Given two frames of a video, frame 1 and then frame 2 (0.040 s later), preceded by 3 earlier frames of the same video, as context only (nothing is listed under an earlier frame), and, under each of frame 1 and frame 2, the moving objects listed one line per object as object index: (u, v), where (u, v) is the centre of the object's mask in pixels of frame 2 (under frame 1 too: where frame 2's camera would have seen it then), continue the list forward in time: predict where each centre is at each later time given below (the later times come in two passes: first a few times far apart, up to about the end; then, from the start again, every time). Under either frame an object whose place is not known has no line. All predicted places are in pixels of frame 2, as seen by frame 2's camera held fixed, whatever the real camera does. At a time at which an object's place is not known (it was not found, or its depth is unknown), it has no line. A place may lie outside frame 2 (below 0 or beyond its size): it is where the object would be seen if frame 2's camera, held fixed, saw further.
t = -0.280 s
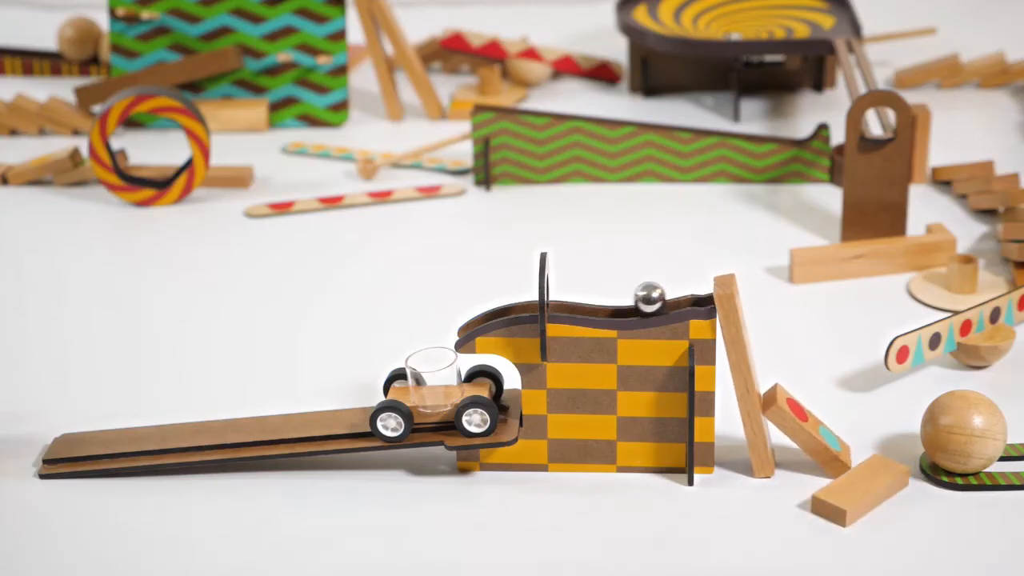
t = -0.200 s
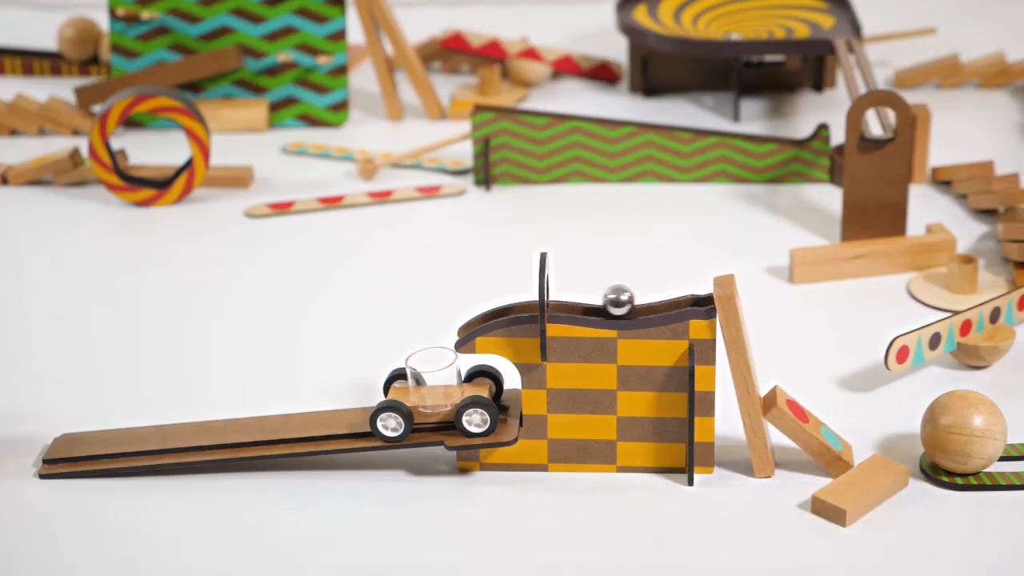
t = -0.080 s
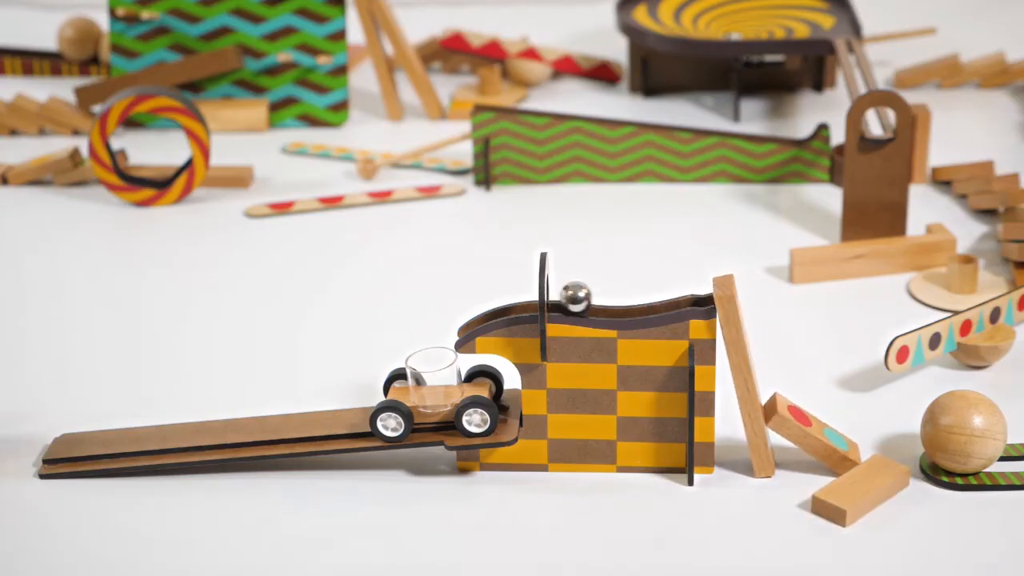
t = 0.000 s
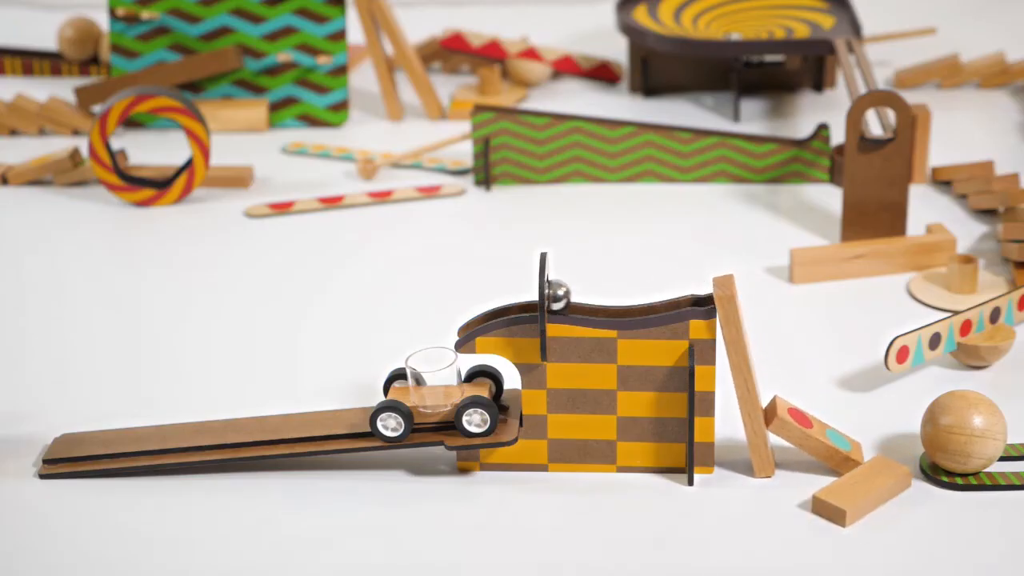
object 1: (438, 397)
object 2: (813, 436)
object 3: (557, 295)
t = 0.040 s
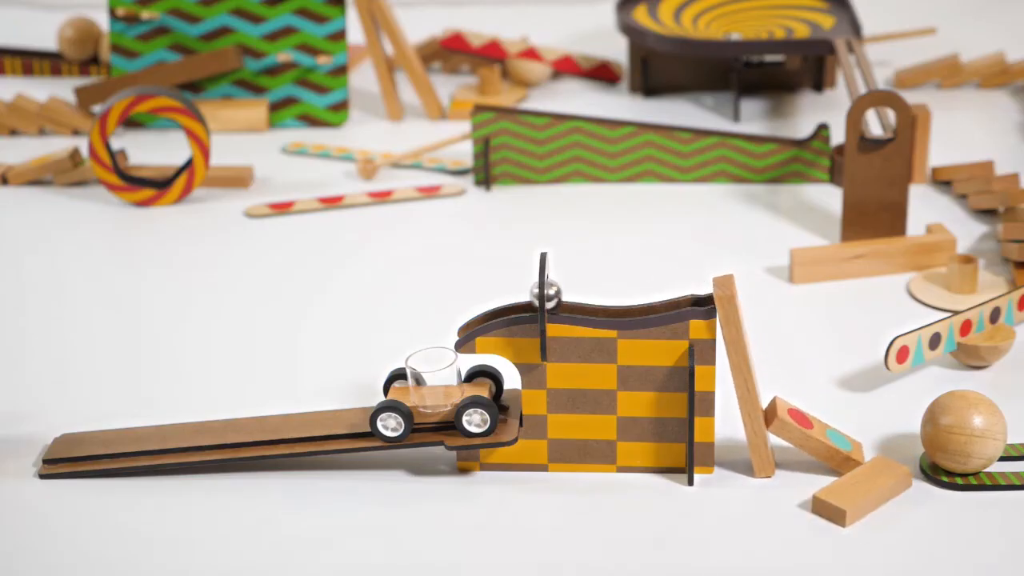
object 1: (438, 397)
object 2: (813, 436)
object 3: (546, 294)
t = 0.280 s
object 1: (438, 397)
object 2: (821, 444)
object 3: (476, 307)
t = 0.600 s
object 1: (376, 400)
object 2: (826, 455)
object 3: (365, 385)
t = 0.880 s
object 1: (307, 405)
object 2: (826, 455)
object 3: (296, 386)
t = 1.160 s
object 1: (221, 414)
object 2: (826, 455)
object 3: (209, 397)
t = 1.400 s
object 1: (102, 425)
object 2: (826, 455)
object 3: (88, 409)
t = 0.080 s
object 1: (438, 397)
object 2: (813, 436)
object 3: (535, 294)
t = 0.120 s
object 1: (438, 397)
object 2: (814, 437)
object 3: (526, 295)
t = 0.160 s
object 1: (438, 397)
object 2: (815, 437)
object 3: (517, 296)
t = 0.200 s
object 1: (438, 397)
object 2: (816, 439)
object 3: (506, 298)
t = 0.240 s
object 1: (438, 397)
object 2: (818, 441)
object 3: (493, 302)
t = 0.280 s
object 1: (438, 397)
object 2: (821, 444)
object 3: (476, 307)
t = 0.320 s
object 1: (438, 397)
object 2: (824, 451)
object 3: (456, 318)
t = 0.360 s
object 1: (438, 399)
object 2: (826, 456)
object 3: (435, 342)
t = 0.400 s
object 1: (432, 397)
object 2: (826, 455)
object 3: (420, 378)
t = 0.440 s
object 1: (421, 397)
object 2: (826, 455)
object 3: (409, 380)
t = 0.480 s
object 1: (410, 398)
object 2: (826, 455)
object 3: (397, 382)
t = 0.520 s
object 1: (399, 399)
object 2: (826, 455)
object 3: (386, 383)
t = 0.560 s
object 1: (387, 399)
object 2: (826, 455)
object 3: (376, 384)
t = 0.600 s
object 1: (376, 400)
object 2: (826, 455)
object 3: (365, 385)
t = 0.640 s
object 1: (366, 401)
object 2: (826, 455)
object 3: (354, 386)
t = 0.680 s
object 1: (355, 402)
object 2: (826, 455)
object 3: (343, 386)
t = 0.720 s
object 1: (344, 403)
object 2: (826, 455)
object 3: (332, 386)
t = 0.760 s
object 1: (334, 403)
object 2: (826, 455)
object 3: (322, 386)
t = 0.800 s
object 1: (324, 404)
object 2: (826, 455)
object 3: (312, 386)
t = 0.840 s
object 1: (315, 404)
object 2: (826, 455)
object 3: (303, 386)
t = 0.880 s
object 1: (307, 405)
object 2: (826, 455)
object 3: (296, 386)
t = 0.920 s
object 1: (299, 406)
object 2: (826, 455)
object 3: (288, 387)
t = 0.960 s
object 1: (288, 408)
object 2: (826, 455)
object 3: (279, 389)
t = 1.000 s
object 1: (276, 409)
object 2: (826, 455)
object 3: (267, 391)
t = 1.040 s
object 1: (264, 410)
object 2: (826, 455)
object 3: (255, 391)
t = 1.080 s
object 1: (251, 412)
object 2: (826, 455)
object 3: (240, 393)
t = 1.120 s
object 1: (237, 413)
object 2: (826, 455)
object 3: (225, 395)
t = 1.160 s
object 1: (221, 414)
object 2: (826, 455)
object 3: (209, 397)
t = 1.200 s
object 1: (203, 416)
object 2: (826, 455)
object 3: (192, 398)
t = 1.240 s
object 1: (185, 418)
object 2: (826, 455)
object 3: (173, 401)
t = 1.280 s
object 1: (166, 420)
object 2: (826, 455)
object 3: (153, 403)
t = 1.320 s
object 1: (145, 421)
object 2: (826, 455)
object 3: (133, 405)
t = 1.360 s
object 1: (124, 423)
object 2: (826, 455)
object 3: (111, 407)
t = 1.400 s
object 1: (102, 425)
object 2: (826, 455)
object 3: (88, 409)
